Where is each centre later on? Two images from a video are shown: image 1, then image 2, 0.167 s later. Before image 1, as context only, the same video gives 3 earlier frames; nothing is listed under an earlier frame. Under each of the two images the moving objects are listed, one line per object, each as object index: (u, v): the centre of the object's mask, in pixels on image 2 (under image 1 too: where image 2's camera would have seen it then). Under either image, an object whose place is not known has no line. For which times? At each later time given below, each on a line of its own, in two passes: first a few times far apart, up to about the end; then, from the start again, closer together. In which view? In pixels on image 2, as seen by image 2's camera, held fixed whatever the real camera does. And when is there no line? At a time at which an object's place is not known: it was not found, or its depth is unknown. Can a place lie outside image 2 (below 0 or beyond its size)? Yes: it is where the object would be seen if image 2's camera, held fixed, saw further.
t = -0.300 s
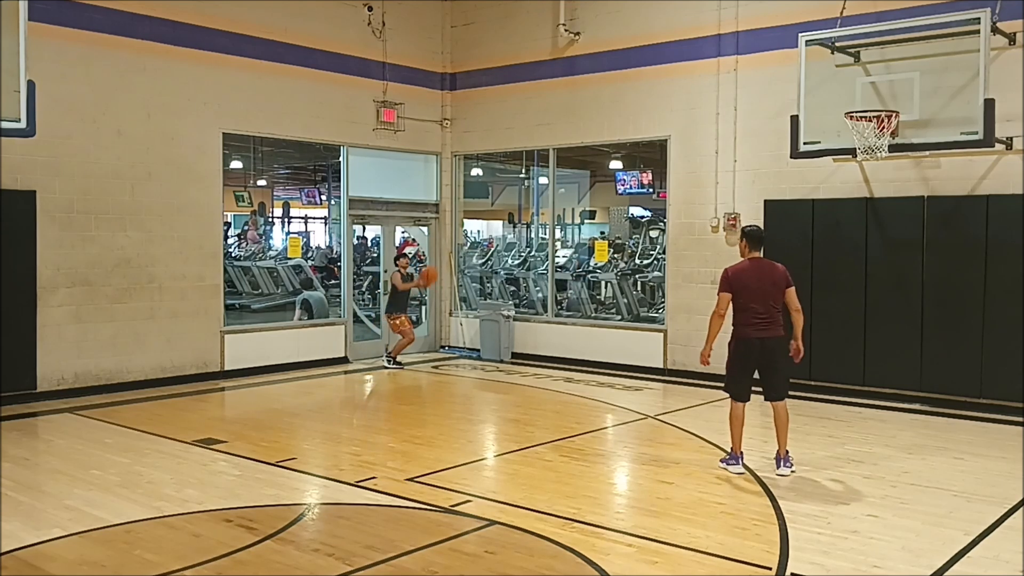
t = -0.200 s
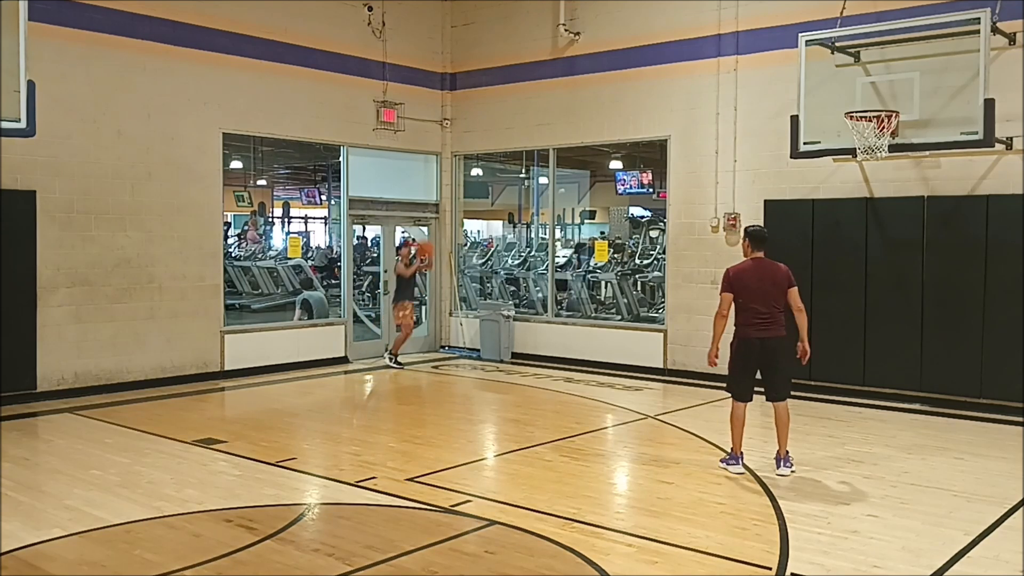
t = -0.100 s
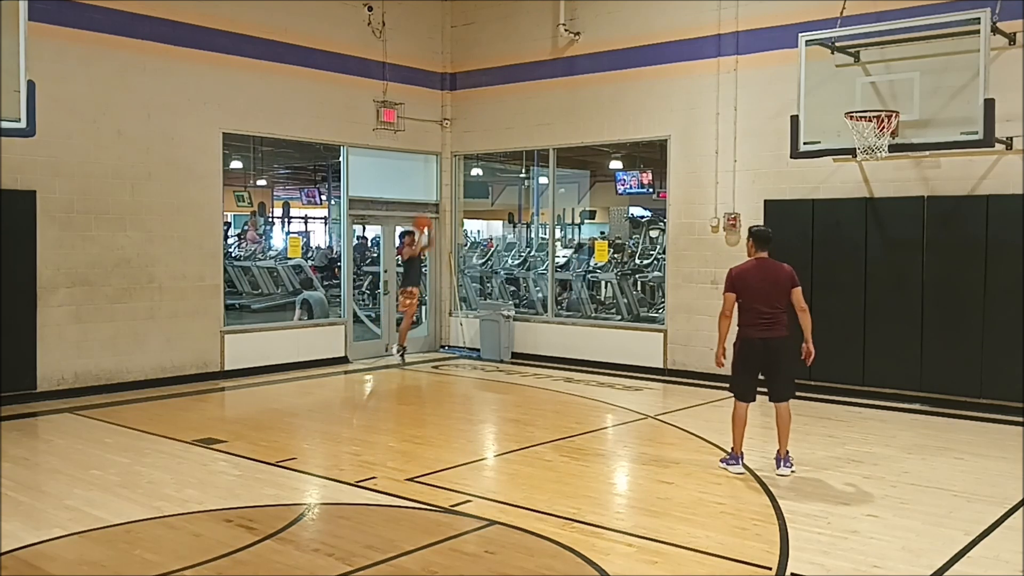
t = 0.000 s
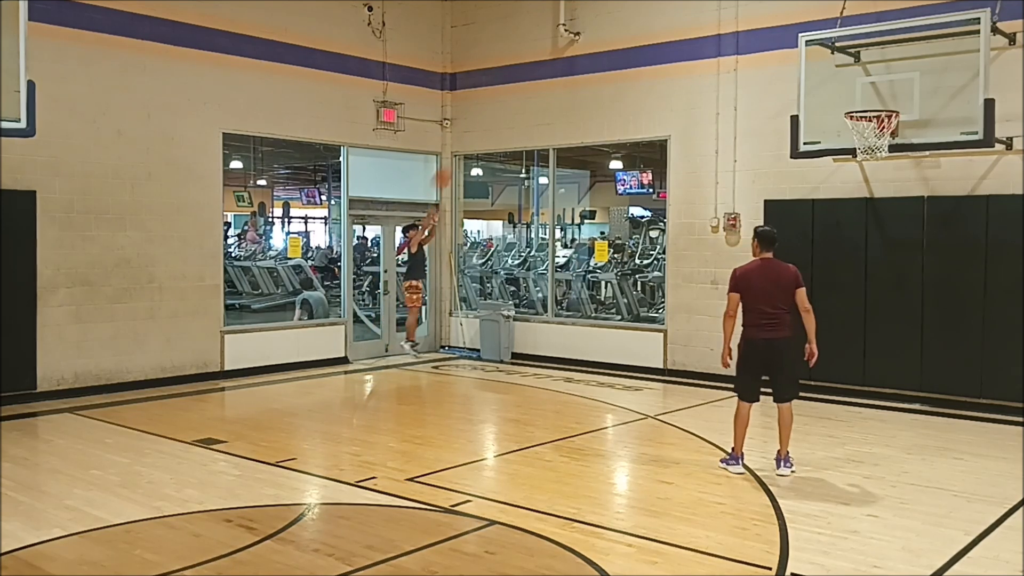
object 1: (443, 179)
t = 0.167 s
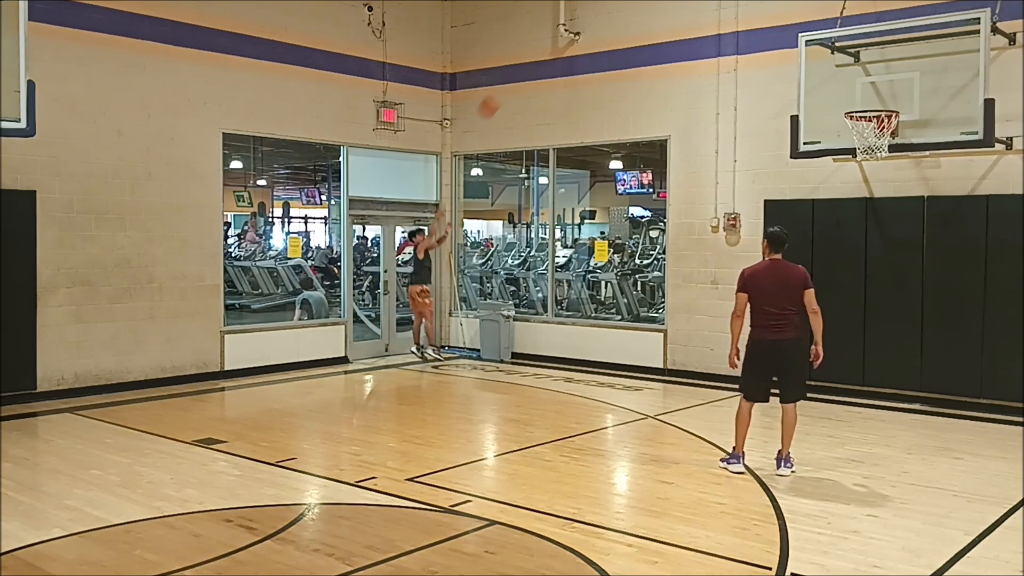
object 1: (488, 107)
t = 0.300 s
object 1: (529, 61)
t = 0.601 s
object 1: (631, 4)
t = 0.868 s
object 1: (735, 7)
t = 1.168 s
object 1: (874, 97)
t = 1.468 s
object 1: (861, 139)
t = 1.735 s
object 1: (878, 165)
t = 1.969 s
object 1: (880, 228)
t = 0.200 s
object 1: (498, 95)
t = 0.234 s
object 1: (510, 81)
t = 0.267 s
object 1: (520, 71)
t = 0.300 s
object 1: (529, 61)
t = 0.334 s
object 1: (541, 49)
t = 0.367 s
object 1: (552, 41)
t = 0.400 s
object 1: (562, 31)
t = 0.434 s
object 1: (574, 24)
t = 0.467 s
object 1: (585, 16)
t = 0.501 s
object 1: (596, 10)
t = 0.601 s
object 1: (631, 4)
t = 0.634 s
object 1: (644, 2)
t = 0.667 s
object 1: (656, 2)
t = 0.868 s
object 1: (735, 7)
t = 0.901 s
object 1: (749, 10)
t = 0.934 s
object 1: (762, 15)
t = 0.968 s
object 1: (781, 24)
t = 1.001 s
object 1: (792, 33)
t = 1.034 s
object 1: (812, 47)
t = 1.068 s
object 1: (824, 55)
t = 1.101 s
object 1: (842, 69)
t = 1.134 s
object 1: (858, 84)
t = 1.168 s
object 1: (874, 97)
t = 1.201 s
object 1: (880, 116)
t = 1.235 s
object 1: (864, 126)
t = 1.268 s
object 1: (852, 131)
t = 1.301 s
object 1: (847, 128)
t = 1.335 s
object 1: (848, 129)
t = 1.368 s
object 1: (851, 130)
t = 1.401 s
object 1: (854, 132)
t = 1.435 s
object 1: (858, 134)
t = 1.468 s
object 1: (861, 139)
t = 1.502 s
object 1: (865, 141)
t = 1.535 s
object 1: (869, 143)
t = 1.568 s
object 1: (872, 147)
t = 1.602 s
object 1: (875, 152)
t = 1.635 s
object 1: (877, 159)
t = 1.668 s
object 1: (877, 160)
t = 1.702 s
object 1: (878, 162)
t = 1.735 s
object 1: (878, 165)
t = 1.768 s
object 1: (879, 170)
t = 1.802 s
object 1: (879, 176)
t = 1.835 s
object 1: (879, 184)
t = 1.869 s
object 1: (879, 195)
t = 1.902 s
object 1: (880, 207)
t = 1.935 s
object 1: (880, 215)
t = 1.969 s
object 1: (880, 228)
